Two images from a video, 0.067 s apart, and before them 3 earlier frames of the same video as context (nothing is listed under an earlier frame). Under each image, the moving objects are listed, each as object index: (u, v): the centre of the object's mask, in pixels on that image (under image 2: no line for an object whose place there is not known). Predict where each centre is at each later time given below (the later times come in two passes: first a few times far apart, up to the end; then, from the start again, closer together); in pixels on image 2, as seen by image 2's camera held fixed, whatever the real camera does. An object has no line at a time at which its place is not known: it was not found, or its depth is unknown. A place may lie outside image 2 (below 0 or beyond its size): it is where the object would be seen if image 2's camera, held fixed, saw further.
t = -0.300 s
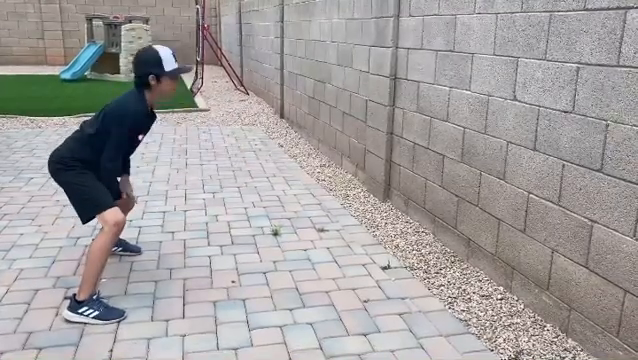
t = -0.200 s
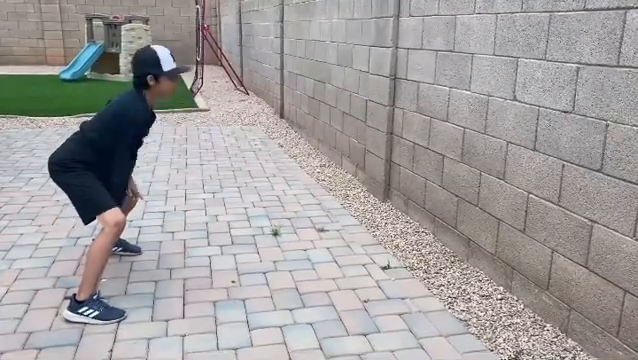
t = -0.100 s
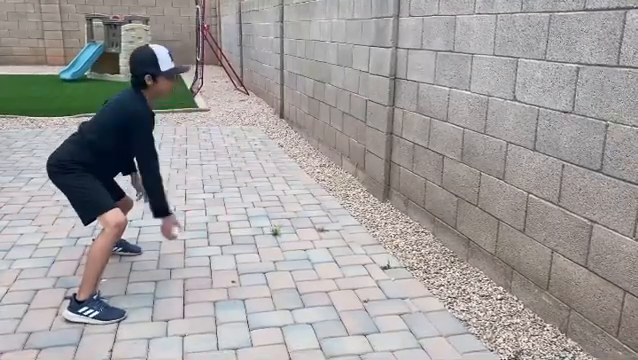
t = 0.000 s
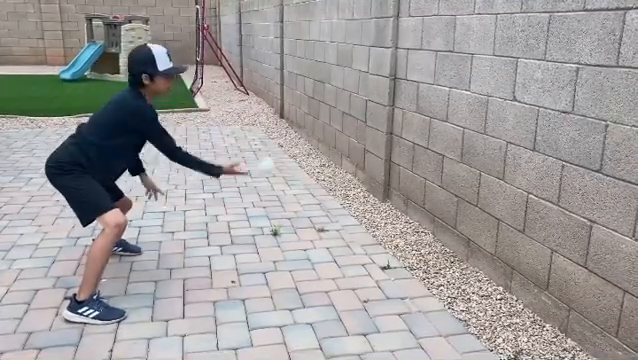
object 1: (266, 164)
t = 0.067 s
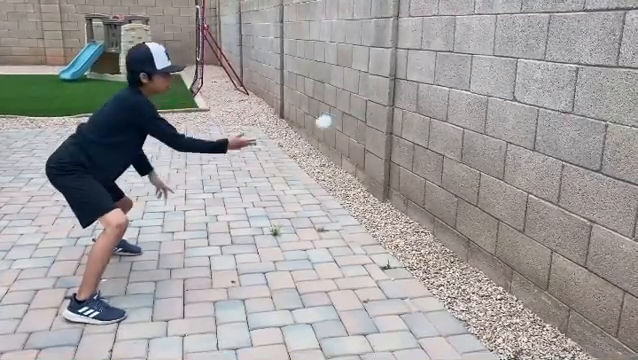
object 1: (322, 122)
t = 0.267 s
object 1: (464, 49)
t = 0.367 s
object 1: (411, 37)
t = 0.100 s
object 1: (351, 104)
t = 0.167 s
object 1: (406, 75)
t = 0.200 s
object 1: (431, 65)
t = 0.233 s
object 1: (457, 56)
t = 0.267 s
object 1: (464, 49)
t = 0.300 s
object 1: (446, 43)
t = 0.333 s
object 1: (429, 39)
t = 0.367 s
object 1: (411, 37)
